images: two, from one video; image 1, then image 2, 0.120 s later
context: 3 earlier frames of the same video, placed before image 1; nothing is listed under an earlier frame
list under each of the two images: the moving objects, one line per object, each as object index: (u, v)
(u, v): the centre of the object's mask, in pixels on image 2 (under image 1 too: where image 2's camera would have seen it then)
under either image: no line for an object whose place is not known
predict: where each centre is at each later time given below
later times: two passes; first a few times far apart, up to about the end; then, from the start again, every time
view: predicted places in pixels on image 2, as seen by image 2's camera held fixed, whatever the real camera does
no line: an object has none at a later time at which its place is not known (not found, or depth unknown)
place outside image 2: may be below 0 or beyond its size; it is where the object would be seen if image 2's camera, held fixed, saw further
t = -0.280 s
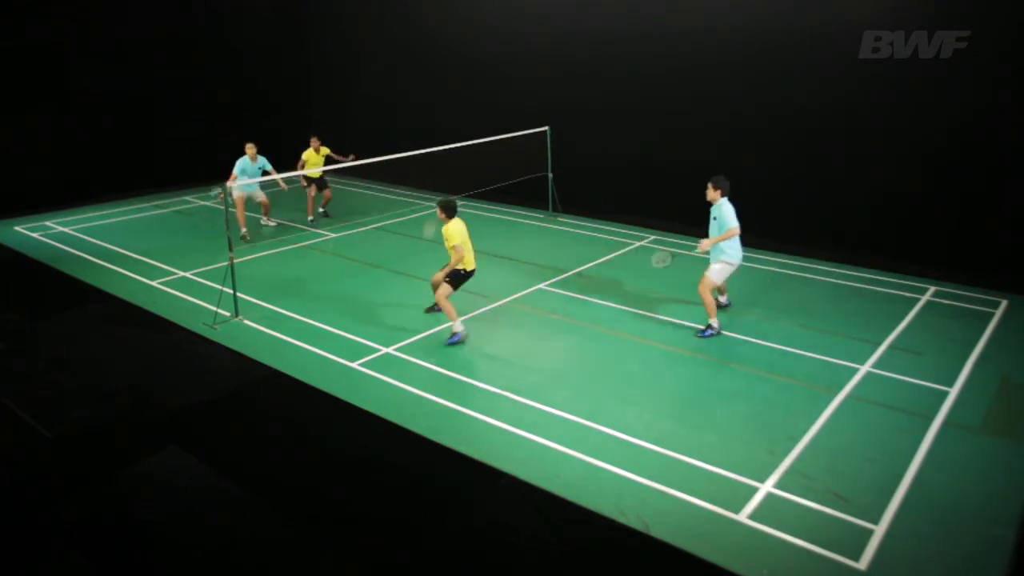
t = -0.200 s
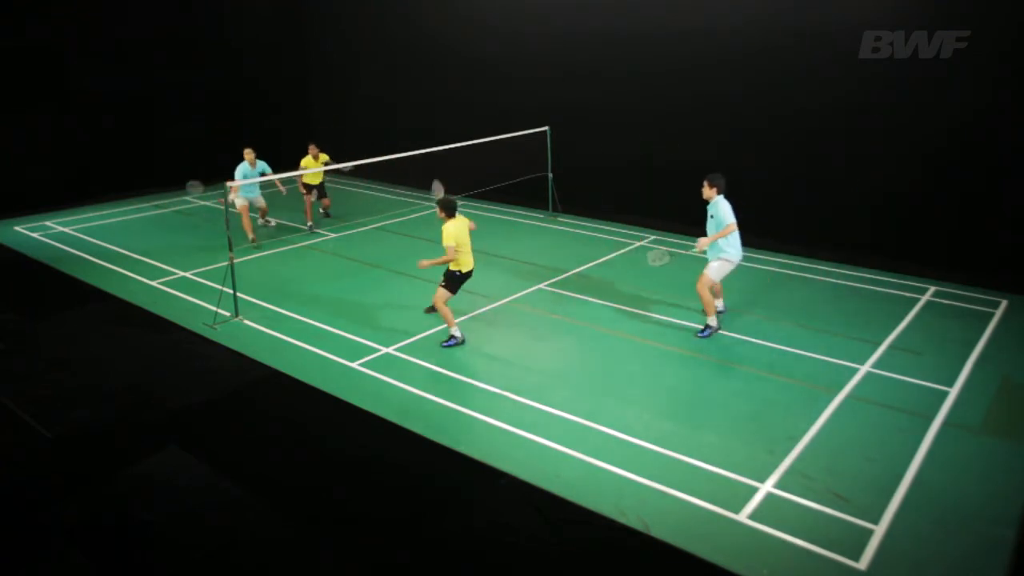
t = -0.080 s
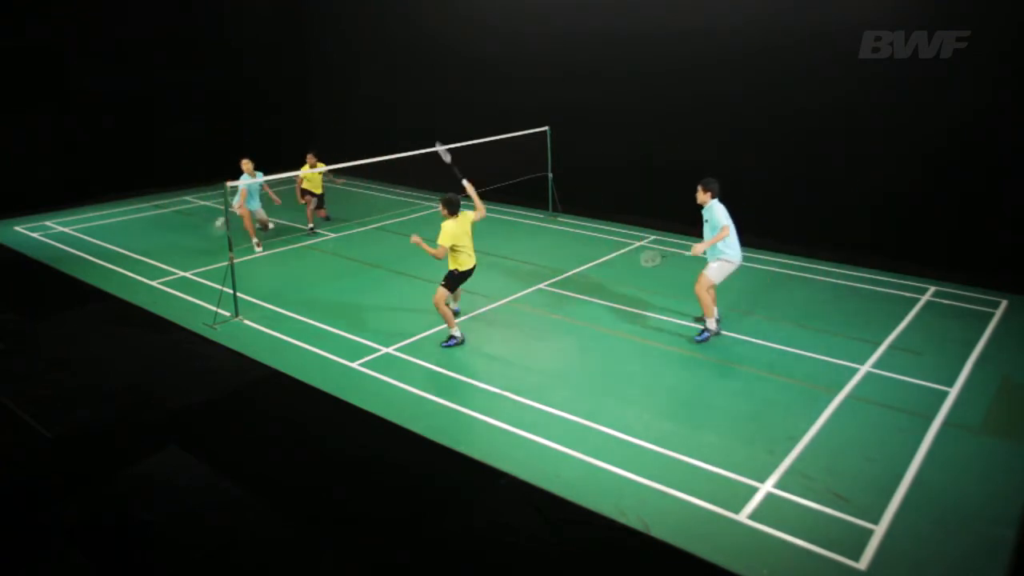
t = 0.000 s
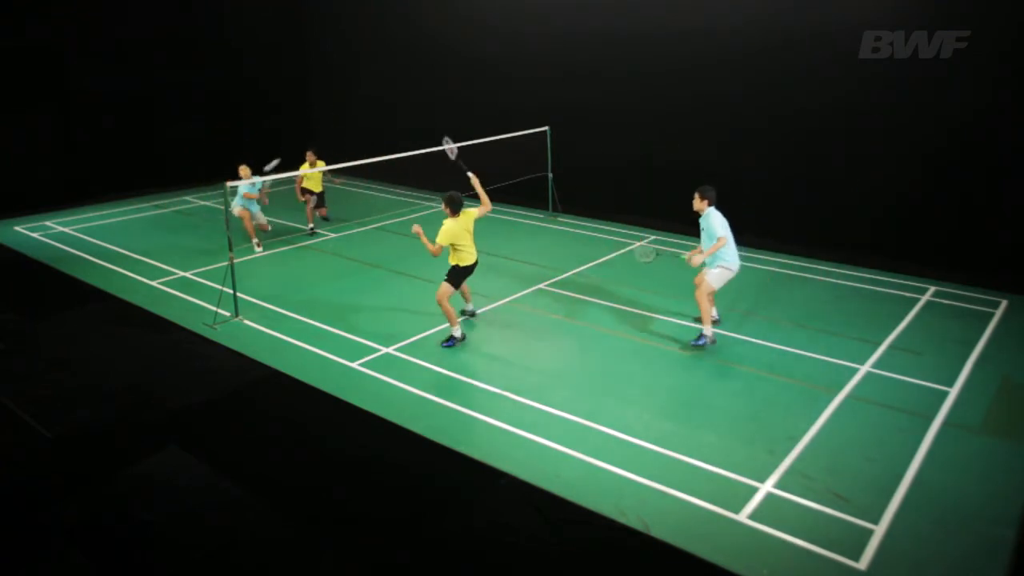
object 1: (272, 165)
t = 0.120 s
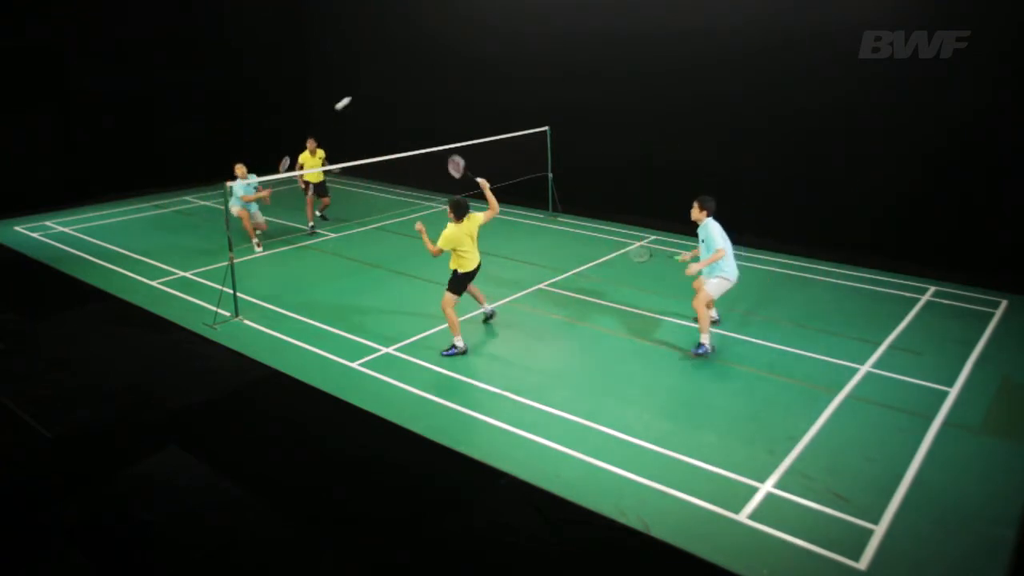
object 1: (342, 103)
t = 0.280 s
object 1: (429, 48)
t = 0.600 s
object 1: (591, 25)
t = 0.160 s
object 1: (365, 87)
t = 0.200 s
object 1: (387, 72)
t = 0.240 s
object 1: (408, 59)
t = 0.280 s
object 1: (429, 48)
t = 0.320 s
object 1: (450, 39)
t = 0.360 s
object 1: (471, 31)
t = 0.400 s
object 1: (491, 25)
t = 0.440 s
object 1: (512, 21)
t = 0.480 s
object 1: (532, 19)
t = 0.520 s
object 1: (552, 20)
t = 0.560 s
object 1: (572, 21)
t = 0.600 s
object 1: (591, 25)
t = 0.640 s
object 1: (610, 30)
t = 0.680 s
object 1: (629, 38)
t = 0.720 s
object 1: (648, 48)
